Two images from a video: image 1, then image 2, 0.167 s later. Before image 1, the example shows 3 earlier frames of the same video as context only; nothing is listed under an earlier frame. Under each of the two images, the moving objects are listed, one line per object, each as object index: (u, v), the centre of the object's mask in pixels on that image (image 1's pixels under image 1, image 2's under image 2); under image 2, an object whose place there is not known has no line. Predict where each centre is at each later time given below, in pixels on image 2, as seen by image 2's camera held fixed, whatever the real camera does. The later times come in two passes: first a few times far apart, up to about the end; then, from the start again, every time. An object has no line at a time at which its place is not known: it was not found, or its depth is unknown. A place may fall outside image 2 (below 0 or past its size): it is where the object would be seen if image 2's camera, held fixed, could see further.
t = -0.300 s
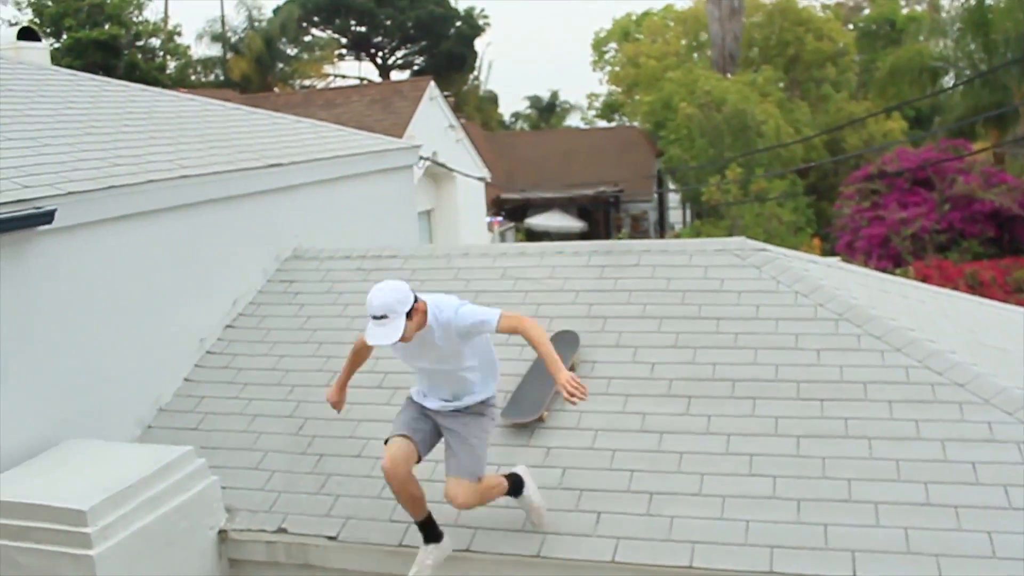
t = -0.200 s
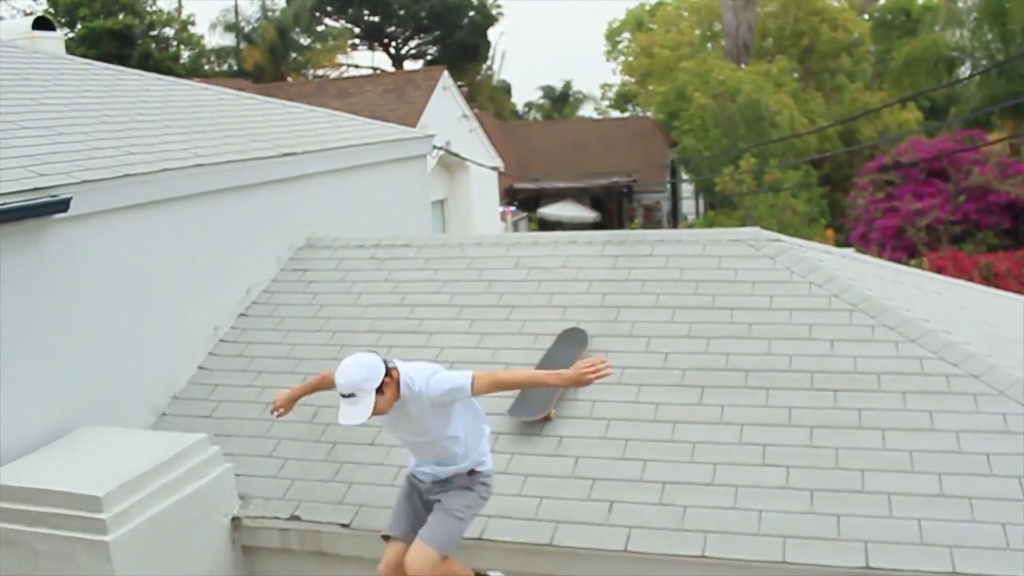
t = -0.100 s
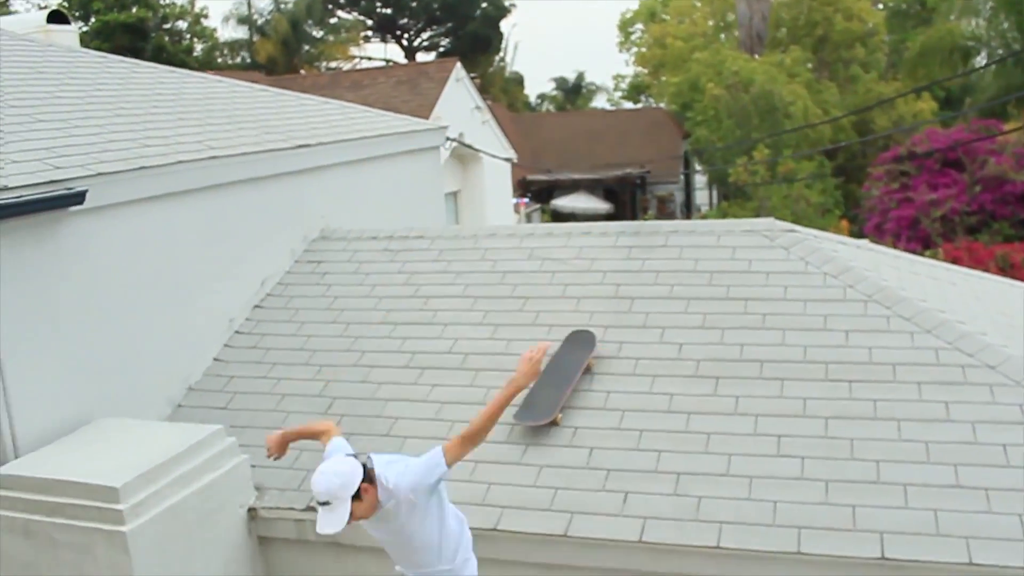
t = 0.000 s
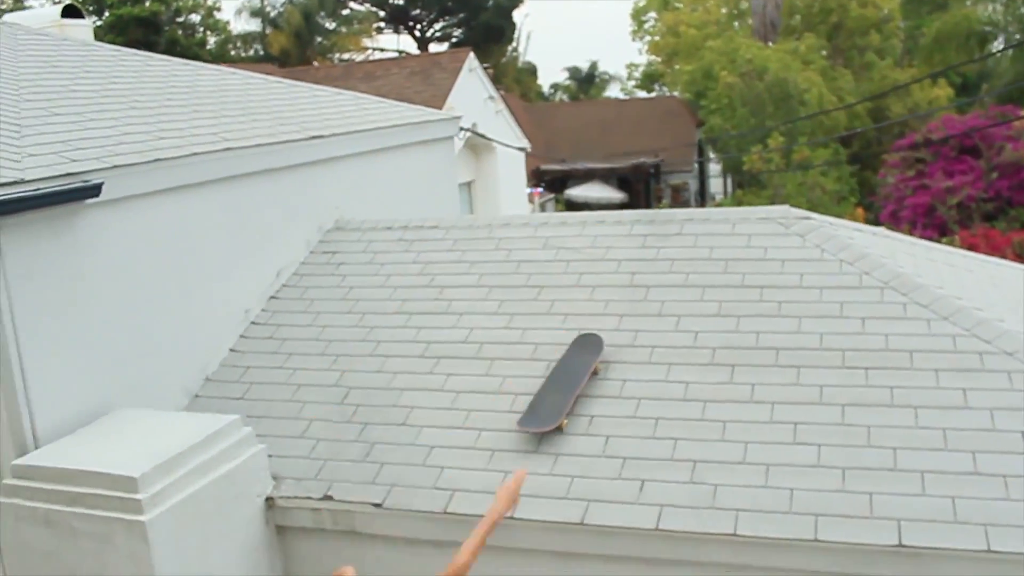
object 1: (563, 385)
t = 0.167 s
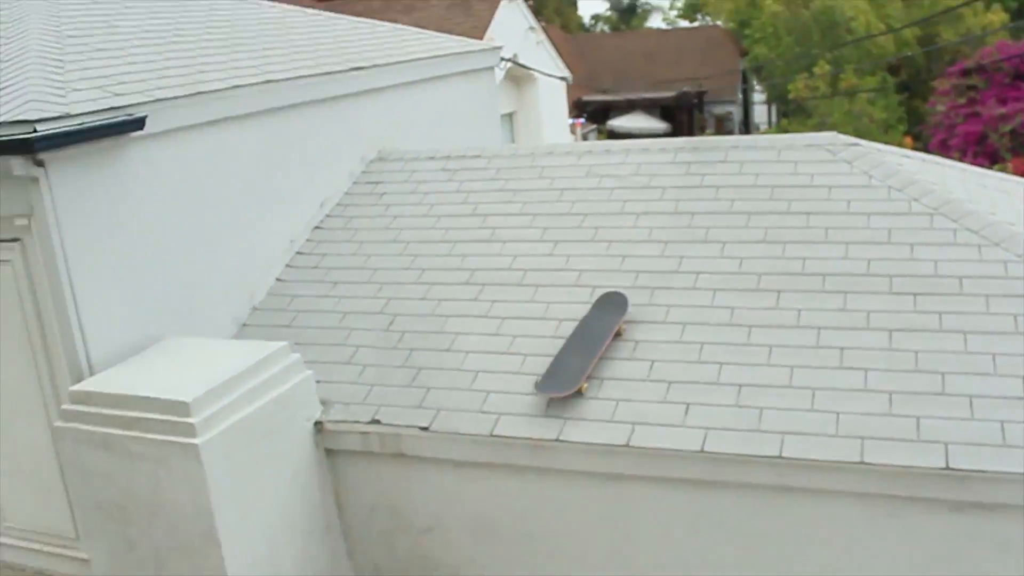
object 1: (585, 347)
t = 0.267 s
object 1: (565, 374)
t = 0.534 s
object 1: (492, 493)
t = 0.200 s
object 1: (578, 354)
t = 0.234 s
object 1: (573, 364)
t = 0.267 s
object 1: (565, 374)
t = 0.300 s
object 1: (557, 385)
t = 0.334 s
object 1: (547, 396)
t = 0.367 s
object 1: (539, 409)
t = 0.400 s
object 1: (530, 421)
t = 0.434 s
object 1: (522, 437)
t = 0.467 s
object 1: (512, 454)
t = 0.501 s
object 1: (502, 472)
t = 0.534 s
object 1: (492, 493)
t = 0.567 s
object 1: (482, 516)
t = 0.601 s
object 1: (472, 542)
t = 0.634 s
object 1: (461, 573)
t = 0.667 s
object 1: (454, 604)
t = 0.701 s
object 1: (441, 642)
